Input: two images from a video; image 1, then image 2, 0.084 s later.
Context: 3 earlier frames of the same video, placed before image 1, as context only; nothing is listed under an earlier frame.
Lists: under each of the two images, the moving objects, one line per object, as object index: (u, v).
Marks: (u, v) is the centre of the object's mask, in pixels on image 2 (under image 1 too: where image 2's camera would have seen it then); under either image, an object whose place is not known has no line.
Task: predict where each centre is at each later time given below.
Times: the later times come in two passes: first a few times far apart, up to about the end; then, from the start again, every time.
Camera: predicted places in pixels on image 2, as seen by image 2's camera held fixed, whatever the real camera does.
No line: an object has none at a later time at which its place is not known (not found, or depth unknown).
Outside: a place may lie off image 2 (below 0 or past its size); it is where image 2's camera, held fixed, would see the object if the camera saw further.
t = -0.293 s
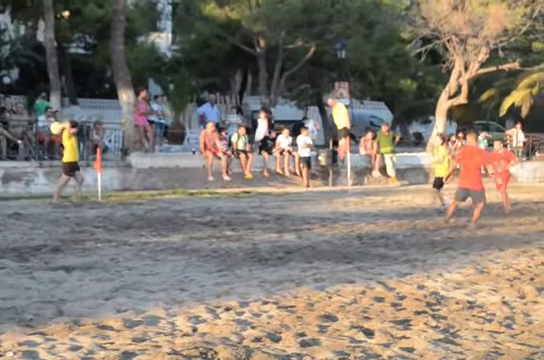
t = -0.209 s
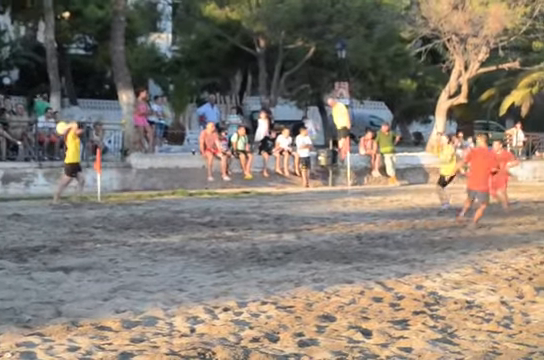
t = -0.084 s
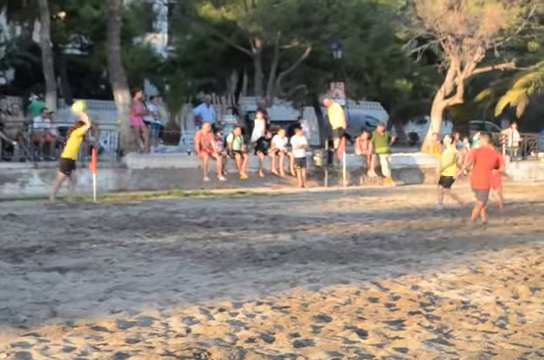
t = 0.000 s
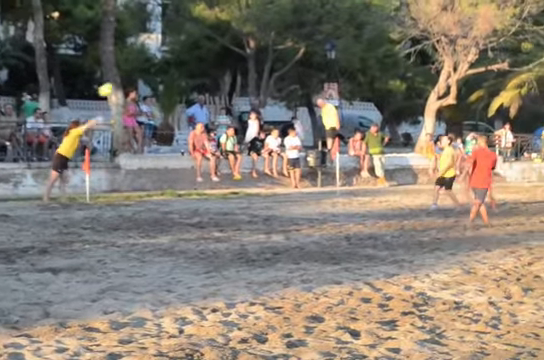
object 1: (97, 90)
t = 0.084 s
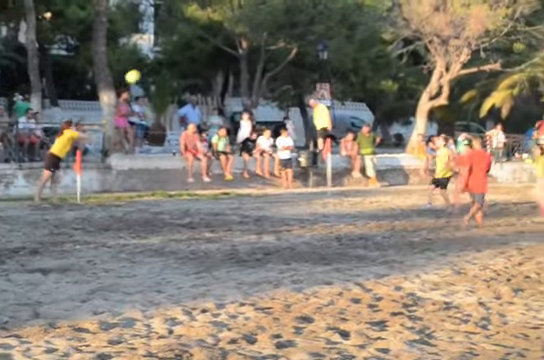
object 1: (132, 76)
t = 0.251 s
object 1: (198, 61)
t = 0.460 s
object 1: (276, 62)
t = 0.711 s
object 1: (358, 90)
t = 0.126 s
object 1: (149, 70)
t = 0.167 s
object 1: (166, 67)
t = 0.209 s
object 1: (182, 63)
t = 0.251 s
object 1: (198, 61)
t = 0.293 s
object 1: (214, 59)
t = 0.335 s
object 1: (230, 58)
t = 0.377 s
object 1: (246, 59)
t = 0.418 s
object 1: (261, 60)
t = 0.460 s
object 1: (276, 62)
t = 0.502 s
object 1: (290, 64)
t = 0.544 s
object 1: (304, 68)
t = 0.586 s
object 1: (318, 72)
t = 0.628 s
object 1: (332, 77)
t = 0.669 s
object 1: (345, 83)
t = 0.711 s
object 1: (358, 90)
